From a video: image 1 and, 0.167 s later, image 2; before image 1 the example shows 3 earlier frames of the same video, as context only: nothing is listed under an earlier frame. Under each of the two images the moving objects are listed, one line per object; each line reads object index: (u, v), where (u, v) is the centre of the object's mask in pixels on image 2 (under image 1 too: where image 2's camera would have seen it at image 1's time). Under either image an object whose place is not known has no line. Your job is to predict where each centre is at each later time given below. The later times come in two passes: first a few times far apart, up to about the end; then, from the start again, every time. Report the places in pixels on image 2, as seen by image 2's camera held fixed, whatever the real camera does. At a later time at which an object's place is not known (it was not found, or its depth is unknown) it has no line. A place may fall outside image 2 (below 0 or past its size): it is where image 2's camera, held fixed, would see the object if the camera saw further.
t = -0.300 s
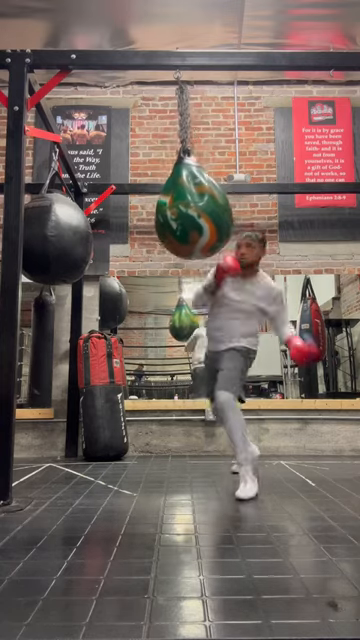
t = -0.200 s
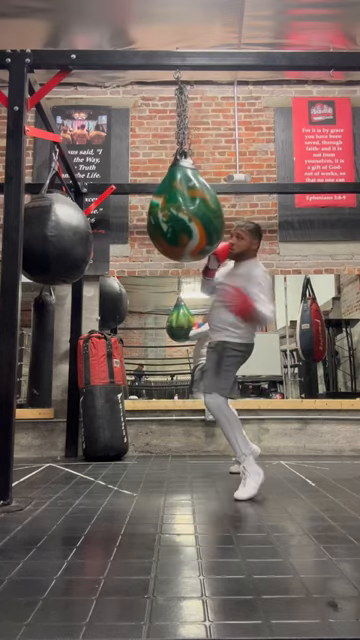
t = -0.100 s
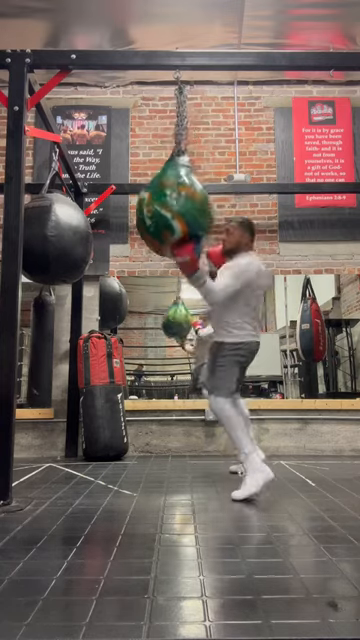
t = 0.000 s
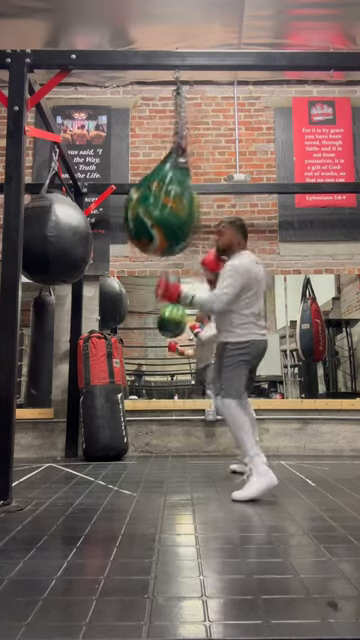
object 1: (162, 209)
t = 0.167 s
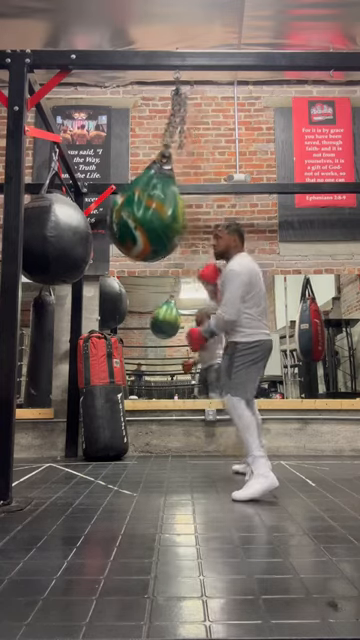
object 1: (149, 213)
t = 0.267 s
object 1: (144, 214)
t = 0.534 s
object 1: (151, 215)
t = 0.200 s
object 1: (147, 213)
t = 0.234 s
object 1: (145, 214)
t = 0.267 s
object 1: (144, 214)
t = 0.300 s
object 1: (143, 214)
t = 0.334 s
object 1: (144, 214)
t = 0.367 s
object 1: (144, 214)
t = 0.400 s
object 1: (144, 214)
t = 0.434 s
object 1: (145, 214)
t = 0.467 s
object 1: (147, 215)
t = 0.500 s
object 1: (149, 215)
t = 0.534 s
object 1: (151, 215)
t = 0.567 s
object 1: (153, 217)
